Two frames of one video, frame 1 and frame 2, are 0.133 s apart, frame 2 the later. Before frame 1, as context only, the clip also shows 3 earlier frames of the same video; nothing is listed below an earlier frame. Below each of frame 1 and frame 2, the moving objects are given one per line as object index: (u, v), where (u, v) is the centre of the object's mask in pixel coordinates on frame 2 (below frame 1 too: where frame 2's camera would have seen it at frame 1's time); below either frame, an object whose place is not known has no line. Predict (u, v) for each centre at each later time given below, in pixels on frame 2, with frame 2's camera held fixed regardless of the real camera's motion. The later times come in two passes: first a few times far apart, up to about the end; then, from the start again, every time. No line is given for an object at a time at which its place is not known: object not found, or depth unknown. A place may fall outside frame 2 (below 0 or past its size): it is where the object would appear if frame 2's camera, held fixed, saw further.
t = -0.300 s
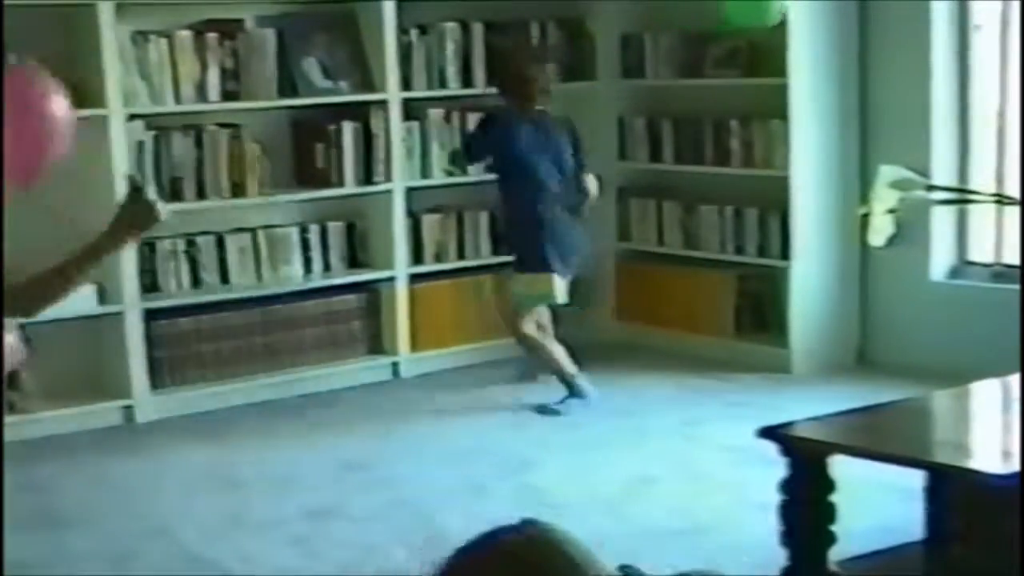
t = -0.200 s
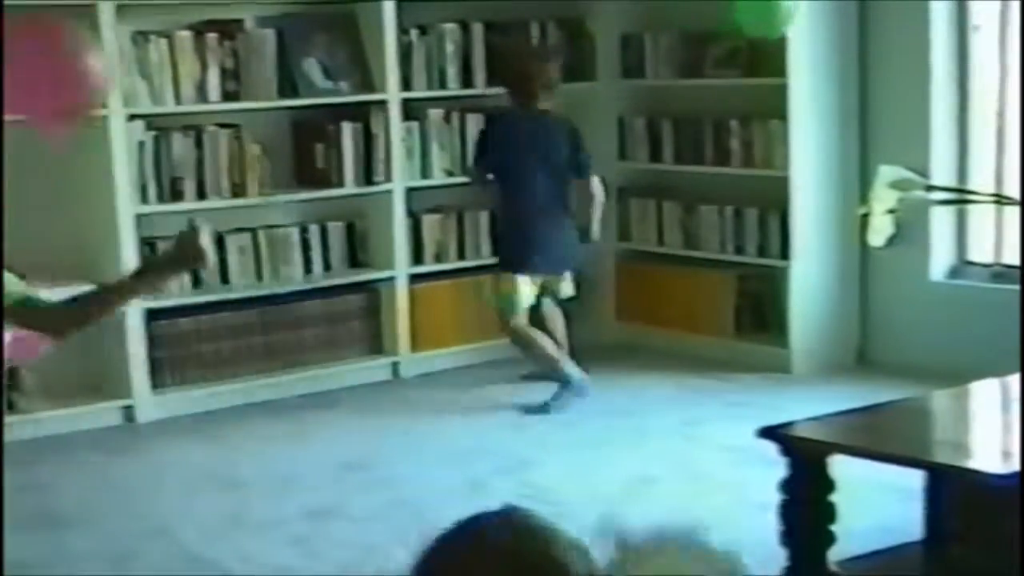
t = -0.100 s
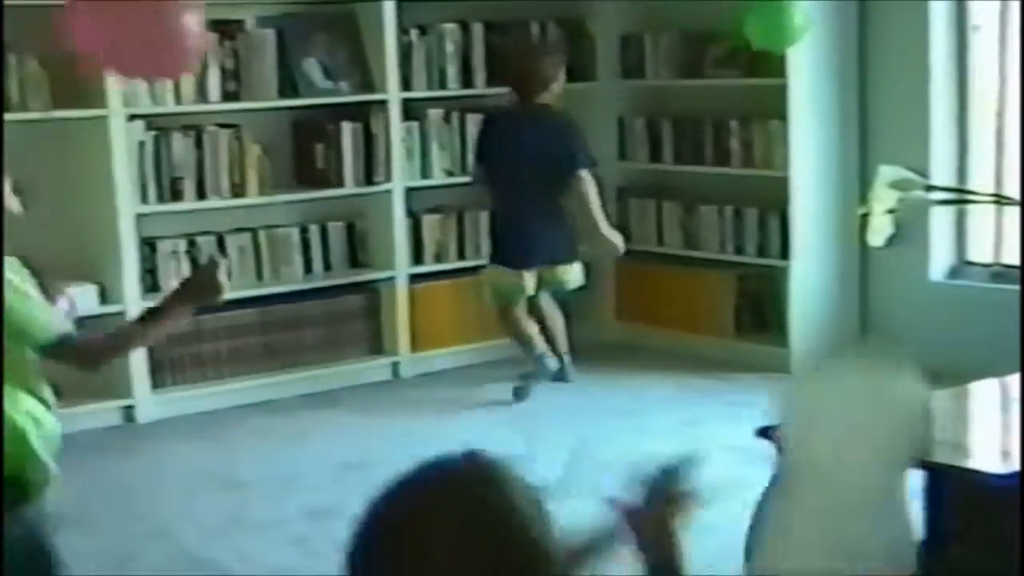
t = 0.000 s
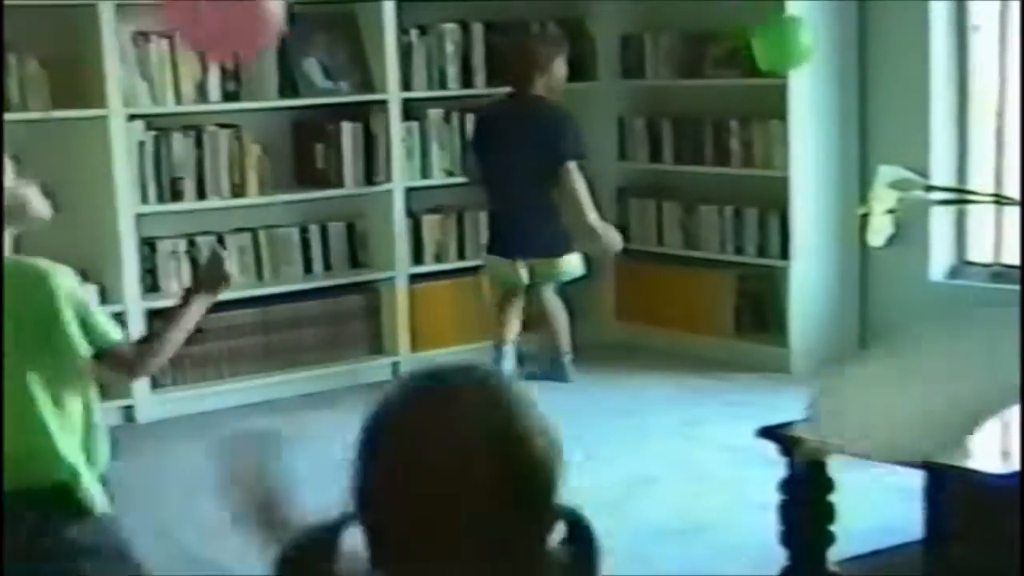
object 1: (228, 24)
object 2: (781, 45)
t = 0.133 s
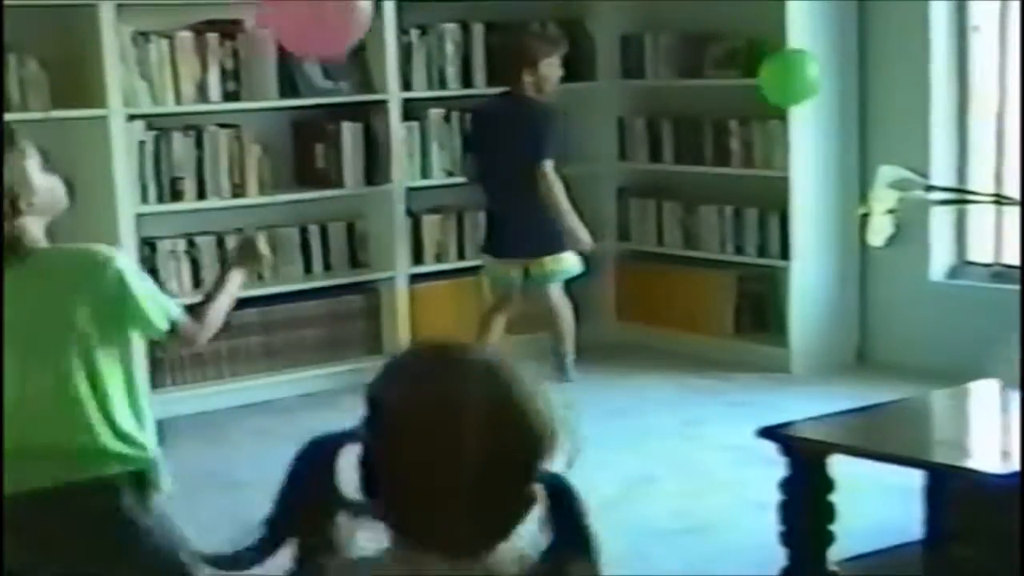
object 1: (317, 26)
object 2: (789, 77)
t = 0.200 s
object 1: (351, 30)
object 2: (791, 95)
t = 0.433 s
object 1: (441, 82)
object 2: (804, 167)
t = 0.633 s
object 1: (483, 165)
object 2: (822, 232)
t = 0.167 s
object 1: (333, 28)
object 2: (790, 86)
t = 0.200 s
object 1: (351, 30)
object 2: (791, 95)
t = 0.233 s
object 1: (367, 34)
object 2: (792, 104)
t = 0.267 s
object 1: (383, 37)
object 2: (795, 114)
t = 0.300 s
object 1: (397, 41)
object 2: (796, 124)
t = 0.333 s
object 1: (410, 47)
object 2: (797, 133)
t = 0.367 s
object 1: (422, 59)
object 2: (799, 144)
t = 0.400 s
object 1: (432, 70)
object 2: (801, 155)
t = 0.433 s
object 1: (441, 82)
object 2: (804, 167)
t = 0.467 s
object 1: (451, 95)
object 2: (806, 178)
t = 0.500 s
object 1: (457, 109)
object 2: (809, 188)
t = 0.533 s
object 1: (463, 123)
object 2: (812, 200)
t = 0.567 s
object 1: (470, 136)
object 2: (814, 211)
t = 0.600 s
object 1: (476, 151)
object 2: (817, 221)
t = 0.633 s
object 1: (483, 165)
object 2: (822, 232)
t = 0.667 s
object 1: (487, 182)
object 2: (825, 243)
